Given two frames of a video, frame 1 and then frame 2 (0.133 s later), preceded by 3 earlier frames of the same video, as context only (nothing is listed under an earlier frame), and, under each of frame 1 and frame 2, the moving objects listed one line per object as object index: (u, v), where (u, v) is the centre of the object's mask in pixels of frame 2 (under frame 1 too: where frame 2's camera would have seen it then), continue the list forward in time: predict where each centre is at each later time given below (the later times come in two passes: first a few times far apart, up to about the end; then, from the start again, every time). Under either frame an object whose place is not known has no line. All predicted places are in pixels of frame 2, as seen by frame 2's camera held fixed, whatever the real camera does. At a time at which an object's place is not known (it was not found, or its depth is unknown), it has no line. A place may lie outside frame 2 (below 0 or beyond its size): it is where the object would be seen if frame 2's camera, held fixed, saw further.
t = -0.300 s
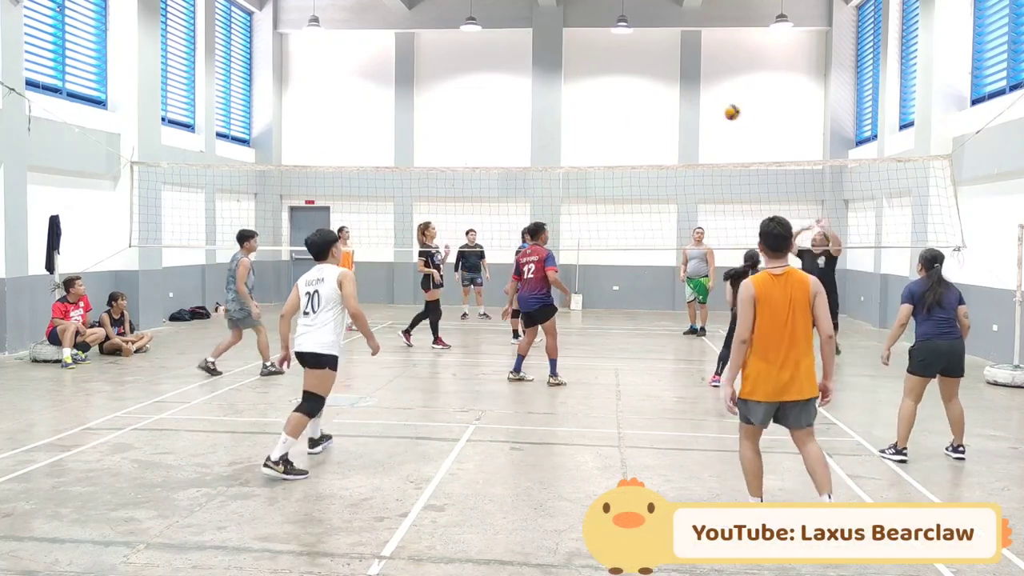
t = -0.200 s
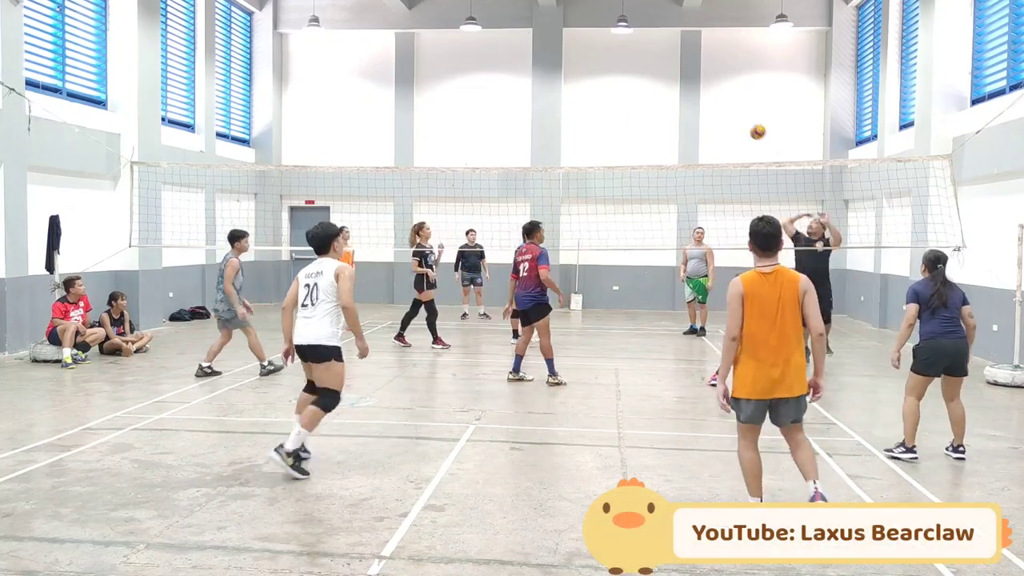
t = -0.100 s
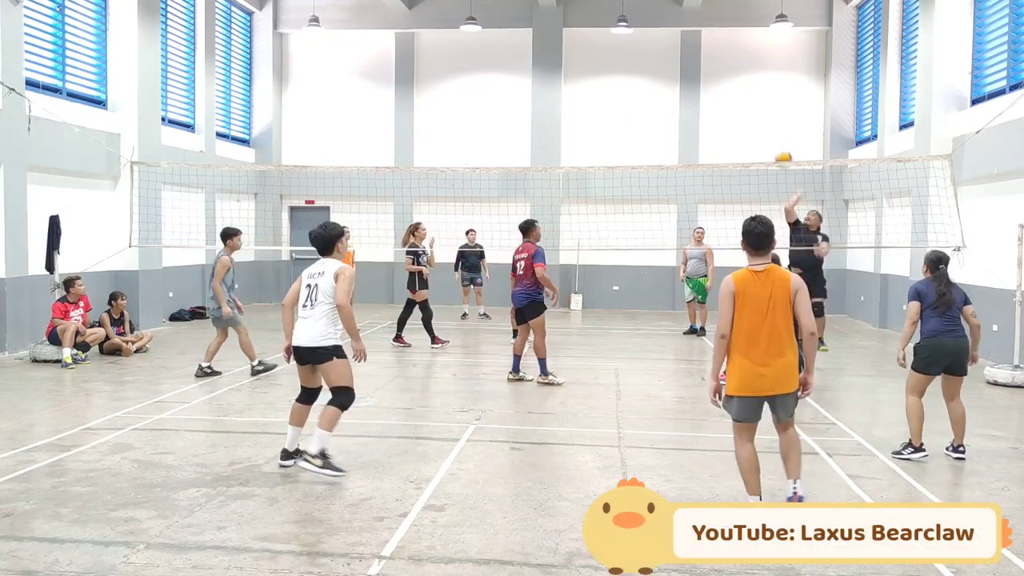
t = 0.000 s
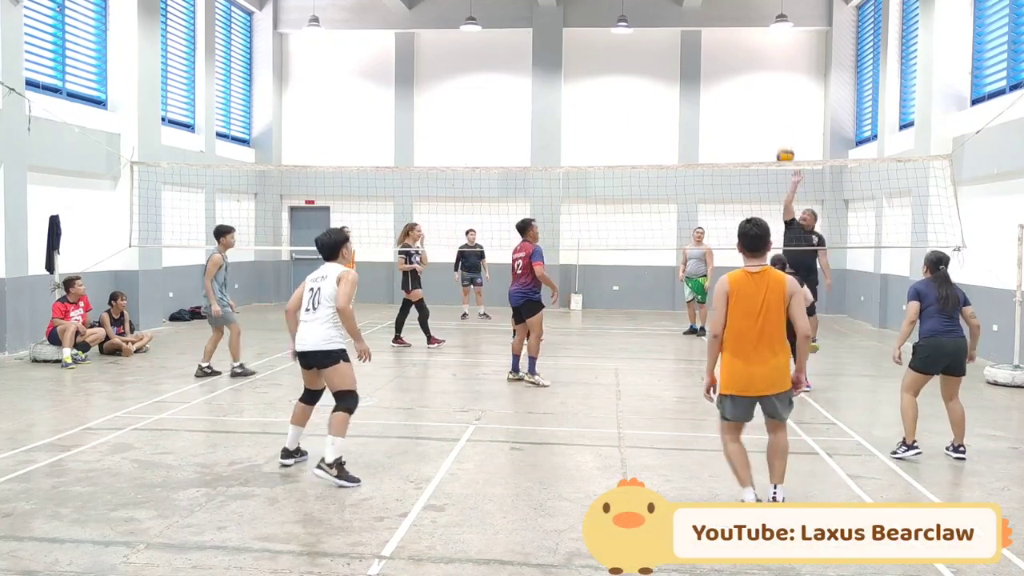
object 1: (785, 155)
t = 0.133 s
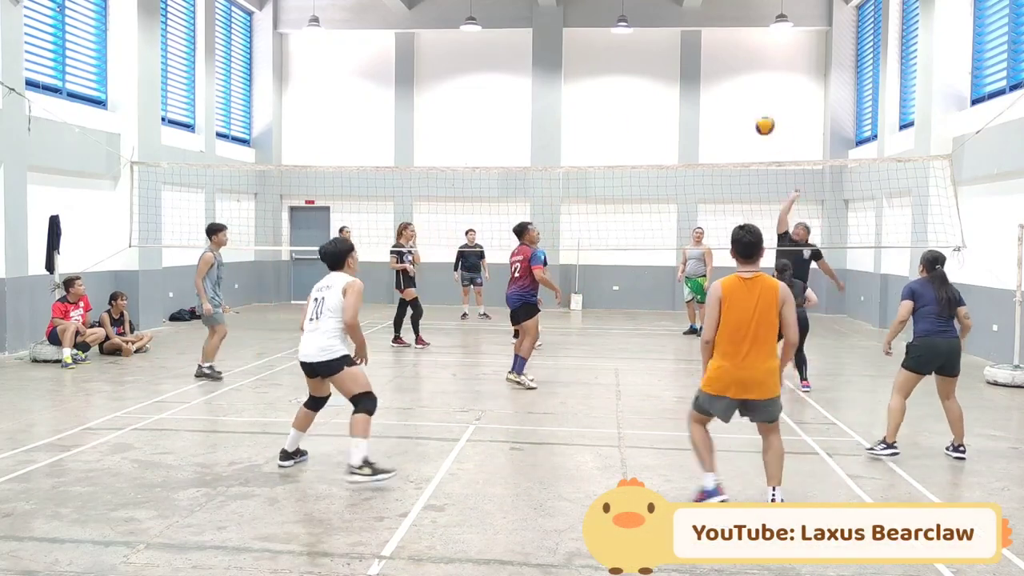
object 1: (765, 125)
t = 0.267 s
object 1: (741, 109)
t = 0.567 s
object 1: (669, 143)
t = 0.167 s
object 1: (759, 120)
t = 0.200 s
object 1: (754, 116)
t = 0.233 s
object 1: (748, 111)
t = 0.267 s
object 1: (741, 109)
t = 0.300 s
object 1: (735, 107)
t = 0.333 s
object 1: (728, 107)
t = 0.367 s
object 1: (721, 107)
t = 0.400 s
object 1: (713, 109)
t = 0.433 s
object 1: (705, 113)
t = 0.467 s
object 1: (696, 117)
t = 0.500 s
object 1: (688, 124)
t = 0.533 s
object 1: (679, 133)
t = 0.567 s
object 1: (669, 143)
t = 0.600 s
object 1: (657, 156)
